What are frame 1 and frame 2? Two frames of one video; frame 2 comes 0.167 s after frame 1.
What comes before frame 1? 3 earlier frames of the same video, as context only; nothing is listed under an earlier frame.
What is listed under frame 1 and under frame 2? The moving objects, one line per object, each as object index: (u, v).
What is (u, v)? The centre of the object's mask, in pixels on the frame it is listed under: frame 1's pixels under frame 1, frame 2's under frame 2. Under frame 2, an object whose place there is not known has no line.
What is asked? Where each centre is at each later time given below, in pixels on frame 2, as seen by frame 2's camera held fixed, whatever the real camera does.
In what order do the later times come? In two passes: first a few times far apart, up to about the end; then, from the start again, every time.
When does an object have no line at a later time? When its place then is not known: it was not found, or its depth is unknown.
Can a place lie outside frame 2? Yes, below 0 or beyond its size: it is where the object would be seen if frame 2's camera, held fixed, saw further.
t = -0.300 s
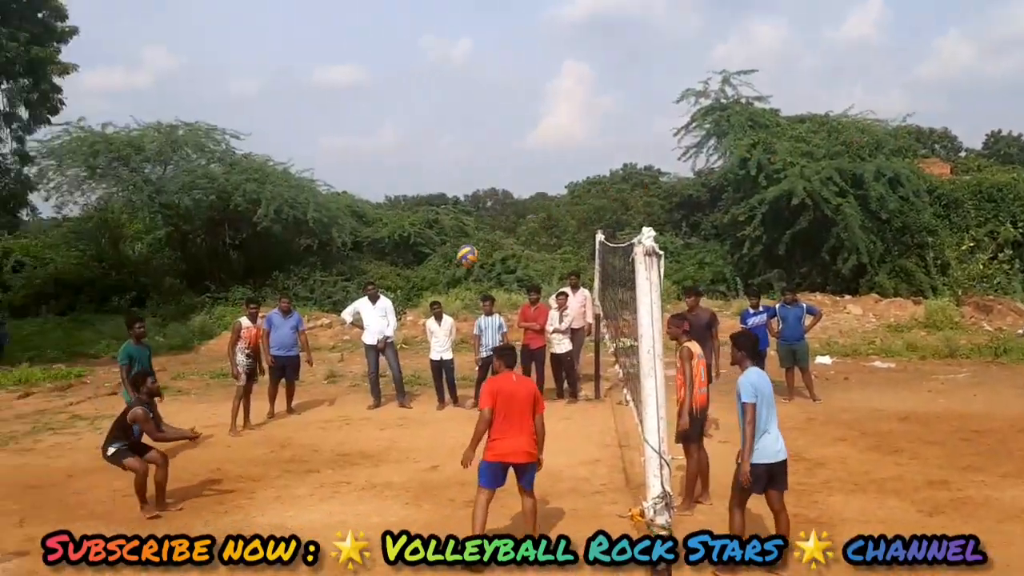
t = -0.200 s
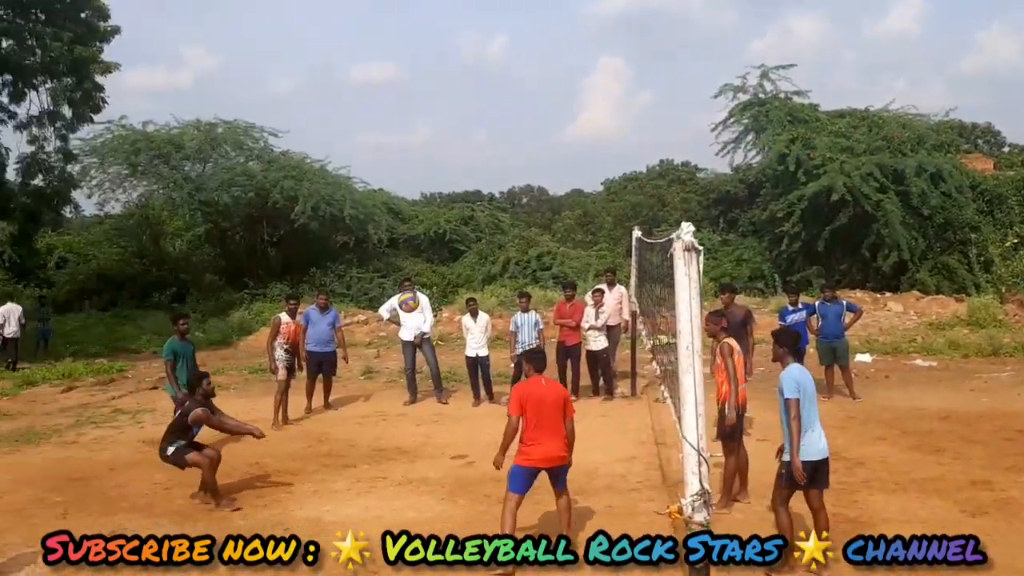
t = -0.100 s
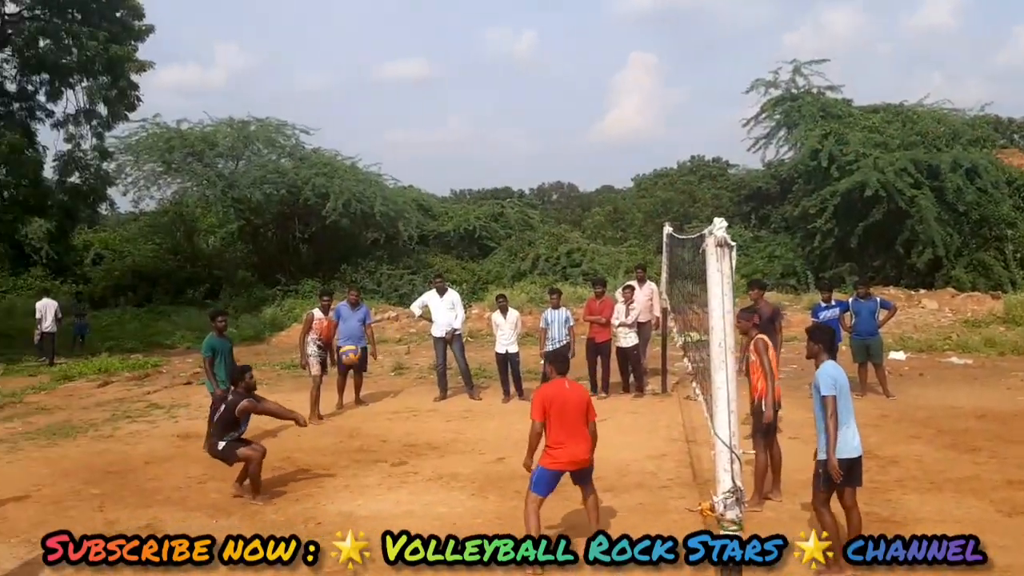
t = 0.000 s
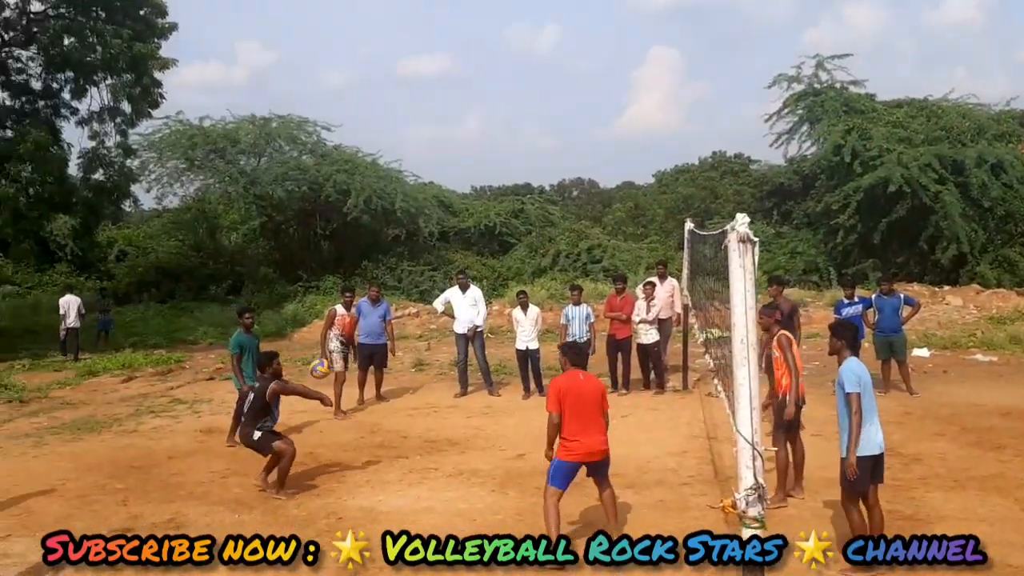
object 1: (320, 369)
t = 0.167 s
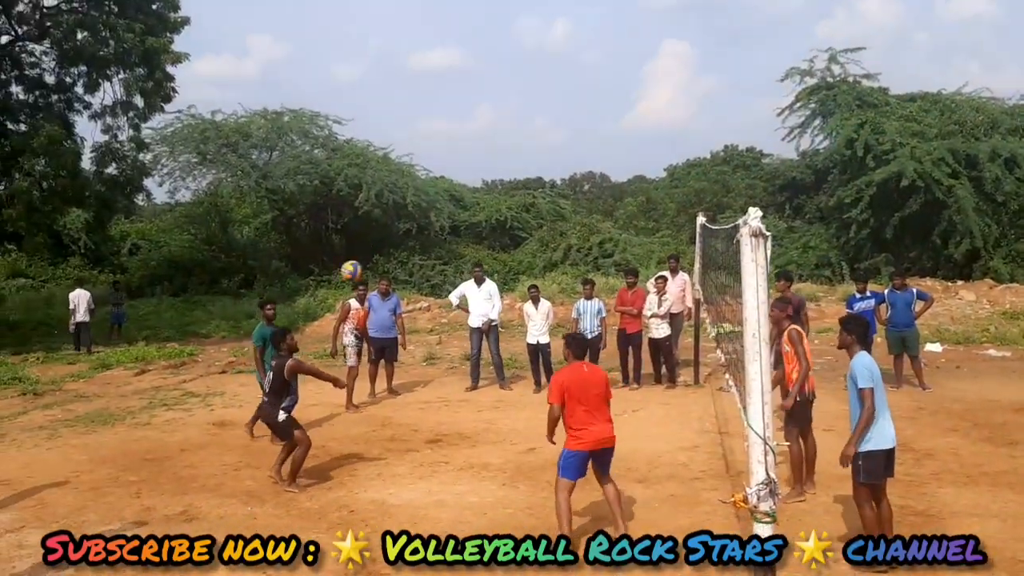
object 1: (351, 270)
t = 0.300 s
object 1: (369, 215)
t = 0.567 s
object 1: (407, 153)
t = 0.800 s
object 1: (443, 159)
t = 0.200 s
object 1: (356, 256)
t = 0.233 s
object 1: (361, 241)
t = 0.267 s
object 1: (365, 228)
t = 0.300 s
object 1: (369, 215)
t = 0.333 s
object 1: (373, 202)
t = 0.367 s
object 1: (378, 192)
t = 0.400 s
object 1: (382, 183)
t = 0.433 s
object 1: (386, 175)
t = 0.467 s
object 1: (391, 168)
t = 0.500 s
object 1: (396, 162)
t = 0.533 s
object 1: (402, 157)
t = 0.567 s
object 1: (407, 153)
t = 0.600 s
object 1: (412, 150)
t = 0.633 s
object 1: (417, 148)
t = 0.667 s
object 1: (422, 148)
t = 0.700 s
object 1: (427, 149)
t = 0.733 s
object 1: (432, 151)
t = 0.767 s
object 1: (438, 155)
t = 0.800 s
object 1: (443, 159)
